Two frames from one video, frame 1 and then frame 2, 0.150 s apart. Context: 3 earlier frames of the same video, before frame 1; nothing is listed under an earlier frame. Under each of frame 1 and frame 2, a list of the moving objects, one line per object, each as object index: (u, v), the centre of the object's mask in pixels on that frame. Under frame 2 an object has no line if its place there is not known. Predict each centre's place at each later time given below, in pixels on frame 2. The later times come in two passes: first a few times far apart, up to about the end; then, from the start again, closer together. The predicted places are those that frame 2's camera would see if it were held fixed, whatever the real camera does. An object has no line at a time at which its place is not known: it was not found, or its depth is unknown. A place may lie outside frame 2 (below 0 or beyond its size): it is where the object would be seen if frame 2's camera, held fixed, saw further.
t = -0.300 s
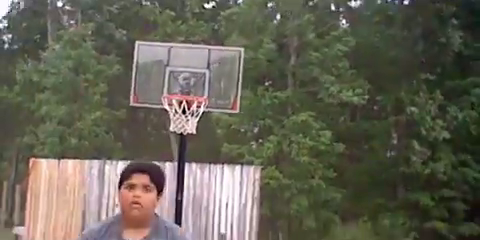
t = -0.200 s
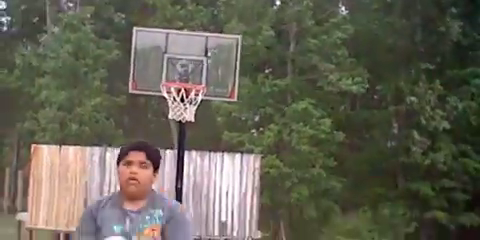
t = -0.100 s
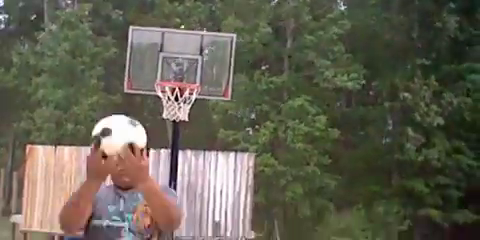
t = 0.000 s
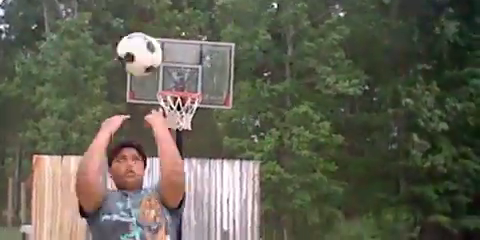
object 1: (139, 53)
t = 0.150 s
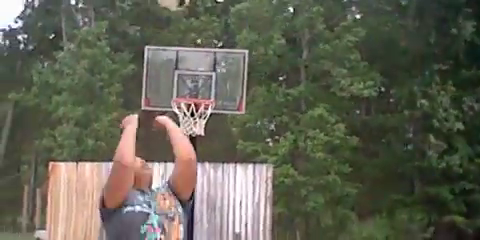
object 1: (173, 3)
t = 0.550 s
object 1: (200, 14)
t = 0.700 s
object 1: (204, 36)
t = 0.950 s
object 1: (214, 105)
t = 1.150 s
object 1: (234, 124)
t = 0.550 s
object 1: (200, 14)
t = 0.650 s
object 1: (196, 24)
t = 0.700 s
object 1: (204, 36)
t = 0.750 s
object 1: (201, 53)
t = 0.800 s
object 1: (201, 71)
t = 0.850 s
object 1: (206, 87)
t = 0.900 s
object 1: (210, 100)
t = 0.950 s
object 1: (214, 105)
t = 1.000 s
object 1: (216, 107)
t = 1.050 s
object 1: (222, 110)
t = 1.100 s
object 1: (229, 116)
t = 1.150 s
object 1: (234, 124)
